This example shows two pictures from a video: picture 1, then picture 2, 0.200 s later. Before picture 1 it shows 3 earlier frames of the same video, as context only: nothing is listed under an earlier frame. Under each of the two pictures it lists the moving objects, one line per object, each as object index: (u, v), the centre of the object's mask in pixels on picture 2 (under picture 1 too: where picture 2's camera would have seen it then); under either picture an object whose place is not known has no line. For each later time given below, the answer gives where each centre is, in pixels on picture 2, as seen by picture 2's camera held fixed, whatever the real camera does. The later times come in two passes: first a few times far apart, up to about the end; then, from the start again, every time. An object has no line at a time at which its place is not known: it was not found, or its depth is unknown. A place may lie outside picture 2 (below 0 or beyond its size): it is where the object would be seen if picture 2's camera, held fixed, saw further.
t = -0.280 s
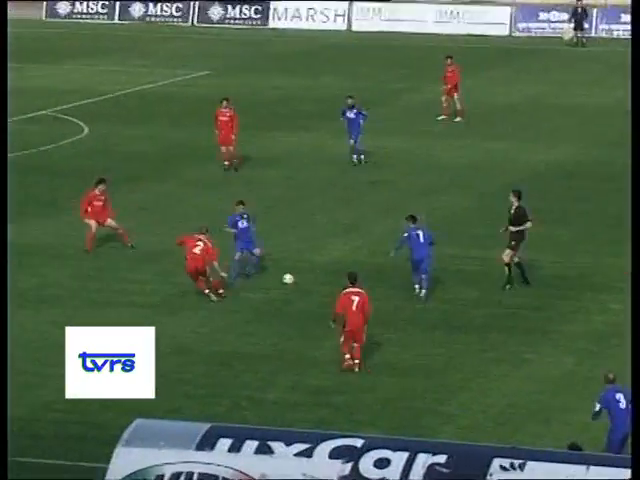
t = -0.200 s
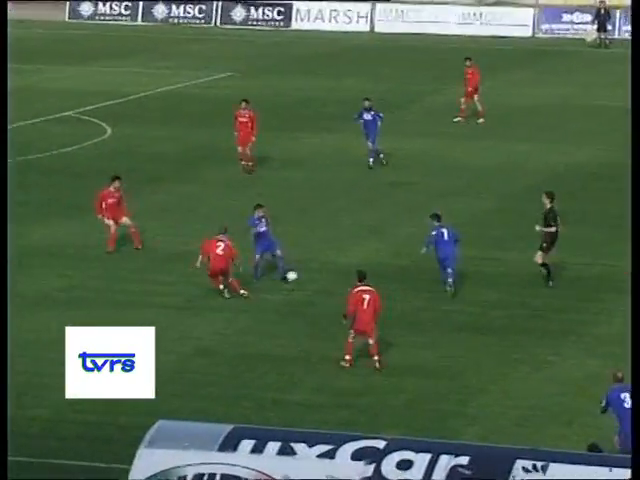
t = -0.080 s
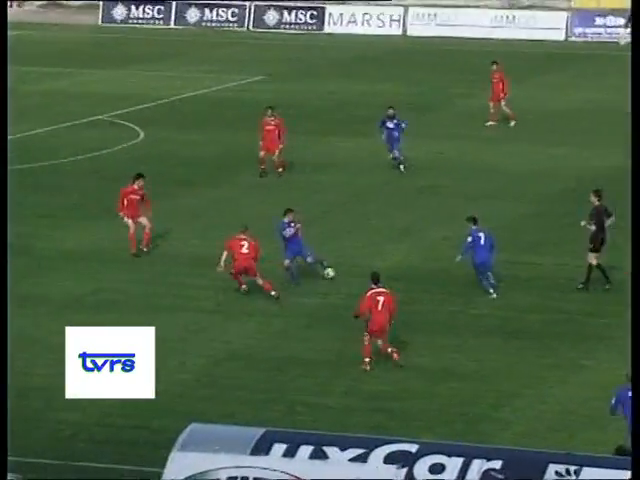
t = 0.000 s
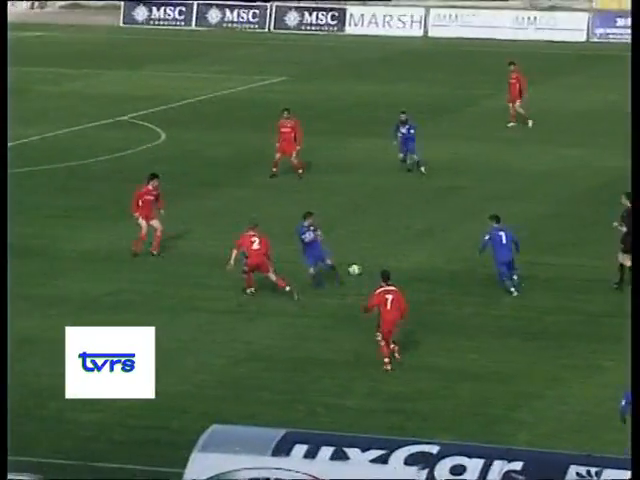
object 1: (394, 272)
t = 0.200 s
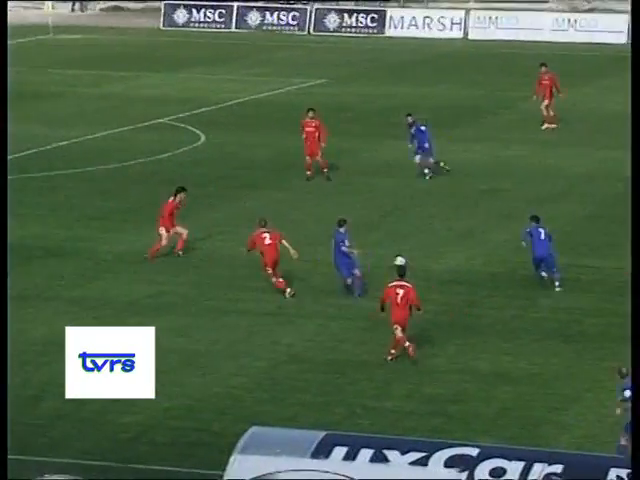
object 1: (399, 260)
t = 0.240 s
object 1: (400, 259)
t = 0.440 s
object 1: (397, 251)
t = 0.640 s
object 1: (393, 244)
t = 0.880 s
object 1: (387, 236)
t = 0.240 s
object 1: (400, 259)
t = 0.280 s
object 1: (399, 258)
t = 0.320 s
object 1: (399, 256)
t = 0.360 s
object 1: (399, 254)
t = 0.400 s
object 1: (398, 252)
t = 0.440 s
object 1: (397, 251)
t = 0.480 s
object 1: (397, 250)
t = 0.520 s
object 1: (395, 248)
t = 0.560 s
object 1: (395, 246)
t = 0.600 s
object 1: (394, 245)
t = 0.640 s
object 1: (393, 244)
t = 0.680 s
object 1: (392, 242)
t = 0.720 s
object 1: (391, 240)
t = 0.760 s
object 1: (390, 238)
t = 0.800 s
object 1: (389, 239)
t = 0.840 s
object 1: (388, 238)
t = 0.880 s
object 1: (387, 236)
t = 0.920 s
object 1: (386, 235)
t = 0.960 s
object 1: (386, 234)
